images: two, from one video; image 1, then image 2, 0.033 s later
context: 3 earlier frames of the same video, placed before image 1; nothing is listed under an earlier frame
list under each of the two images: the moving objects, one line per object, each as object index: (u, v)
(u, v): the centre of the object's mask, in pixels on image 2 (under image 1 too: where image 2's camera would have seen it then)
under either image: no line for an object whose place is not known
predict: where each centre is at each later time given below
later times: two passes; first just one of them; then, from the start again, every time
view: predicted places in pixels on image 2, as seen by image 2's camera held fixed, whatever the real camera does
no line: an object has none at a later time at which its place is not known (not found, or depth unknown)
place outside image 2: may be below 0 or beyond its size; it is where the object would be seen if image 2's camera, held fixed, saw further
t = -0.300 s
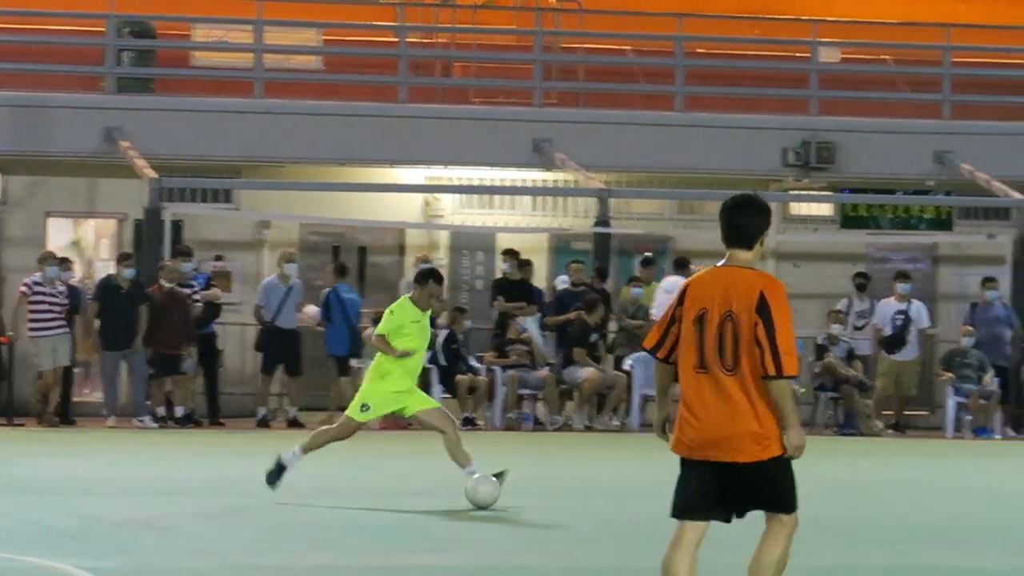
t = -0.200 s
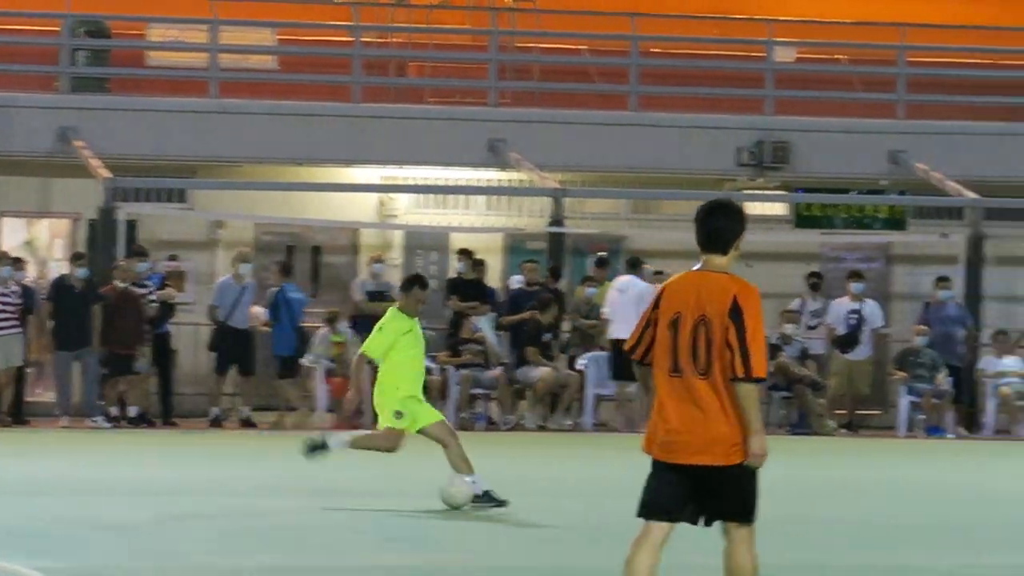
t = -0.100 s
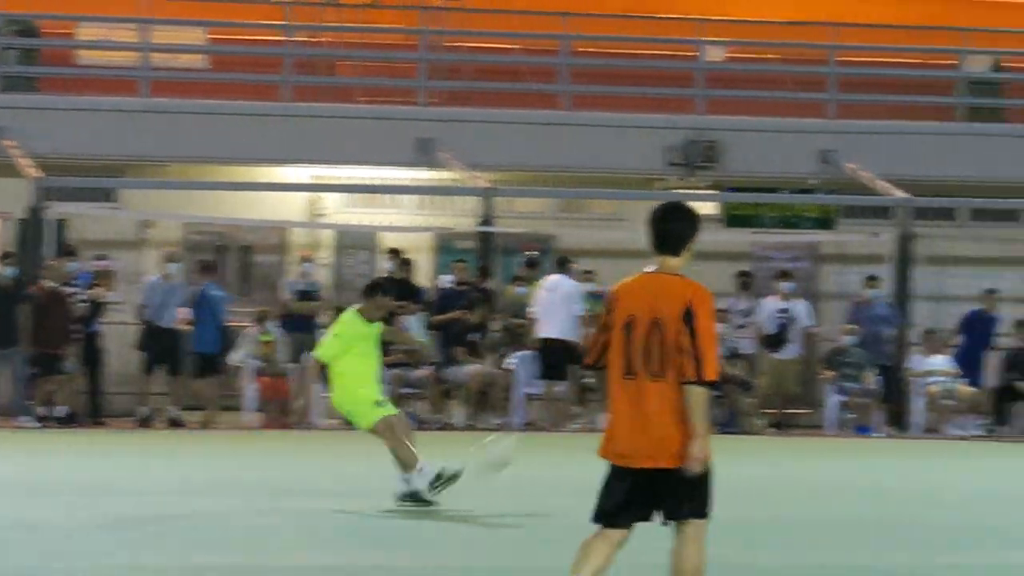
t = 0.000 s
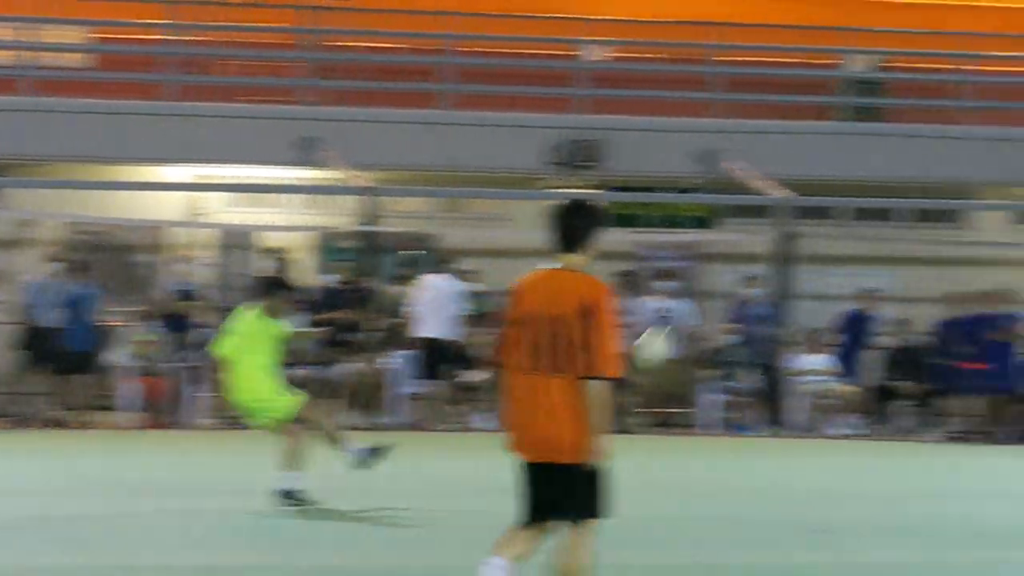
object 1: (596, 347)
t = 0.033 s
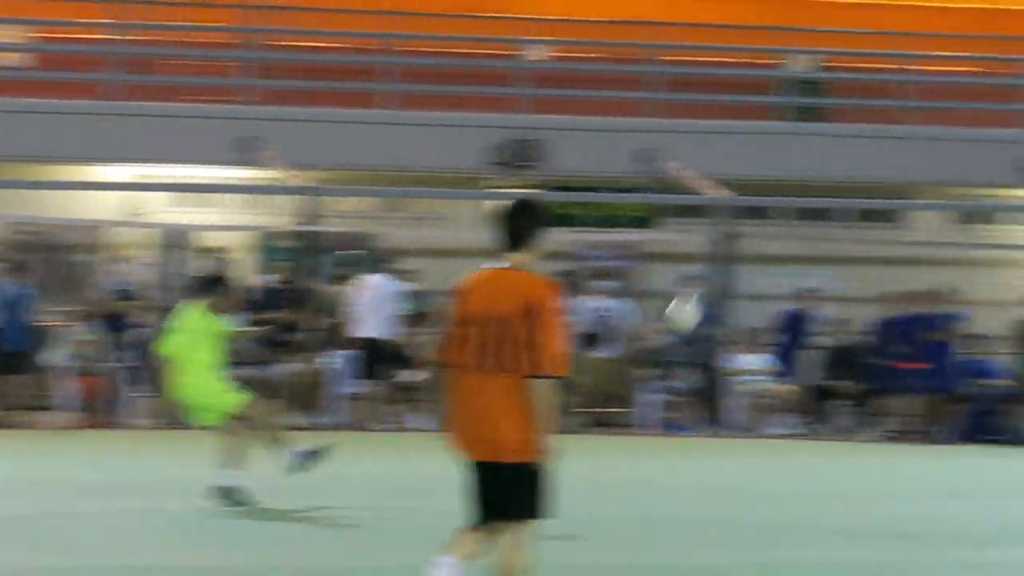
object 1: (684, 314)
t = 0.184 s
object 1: (1073, 188)
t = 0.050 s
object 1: (725, 300)
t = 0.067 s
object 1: (768, 283)
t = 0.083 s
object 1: (808, 266)
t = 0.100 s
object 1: (851, 253)
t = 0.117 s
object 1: (896, 239)
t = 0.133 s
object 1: (940, 226)
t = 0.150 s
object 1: (985, 214)
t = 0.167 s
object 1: (1029, 201)
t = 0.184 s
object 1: (1073, 188)
